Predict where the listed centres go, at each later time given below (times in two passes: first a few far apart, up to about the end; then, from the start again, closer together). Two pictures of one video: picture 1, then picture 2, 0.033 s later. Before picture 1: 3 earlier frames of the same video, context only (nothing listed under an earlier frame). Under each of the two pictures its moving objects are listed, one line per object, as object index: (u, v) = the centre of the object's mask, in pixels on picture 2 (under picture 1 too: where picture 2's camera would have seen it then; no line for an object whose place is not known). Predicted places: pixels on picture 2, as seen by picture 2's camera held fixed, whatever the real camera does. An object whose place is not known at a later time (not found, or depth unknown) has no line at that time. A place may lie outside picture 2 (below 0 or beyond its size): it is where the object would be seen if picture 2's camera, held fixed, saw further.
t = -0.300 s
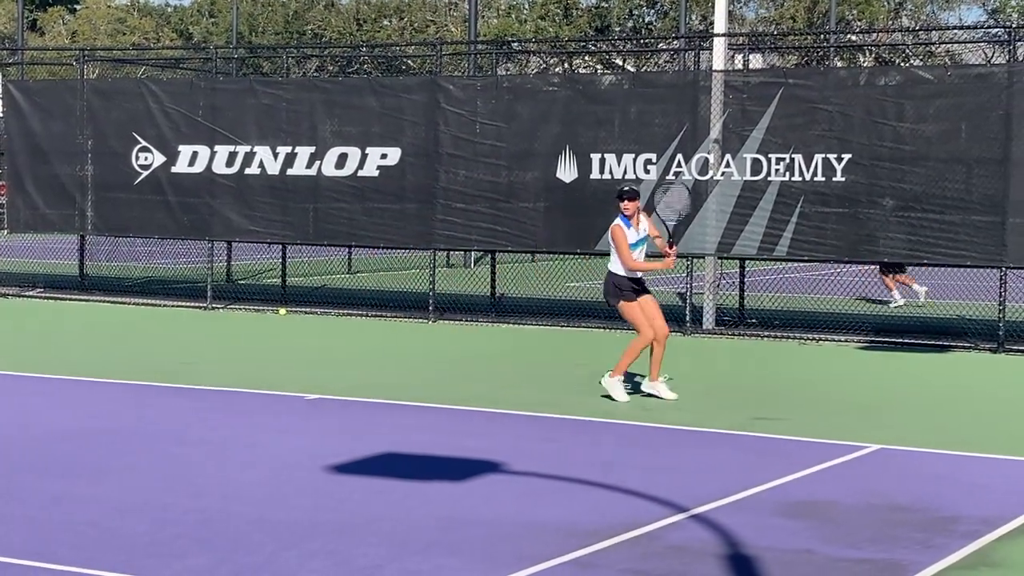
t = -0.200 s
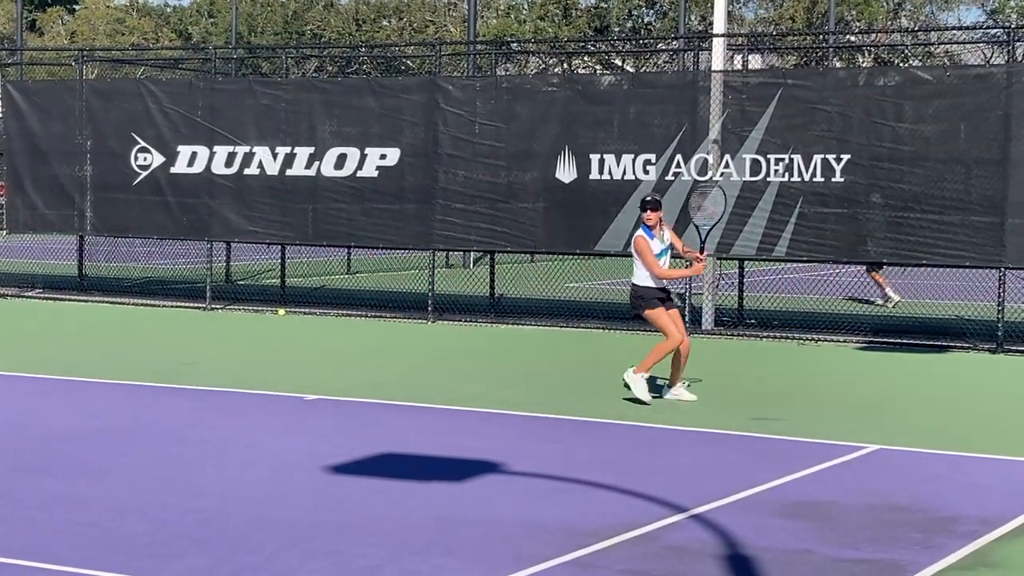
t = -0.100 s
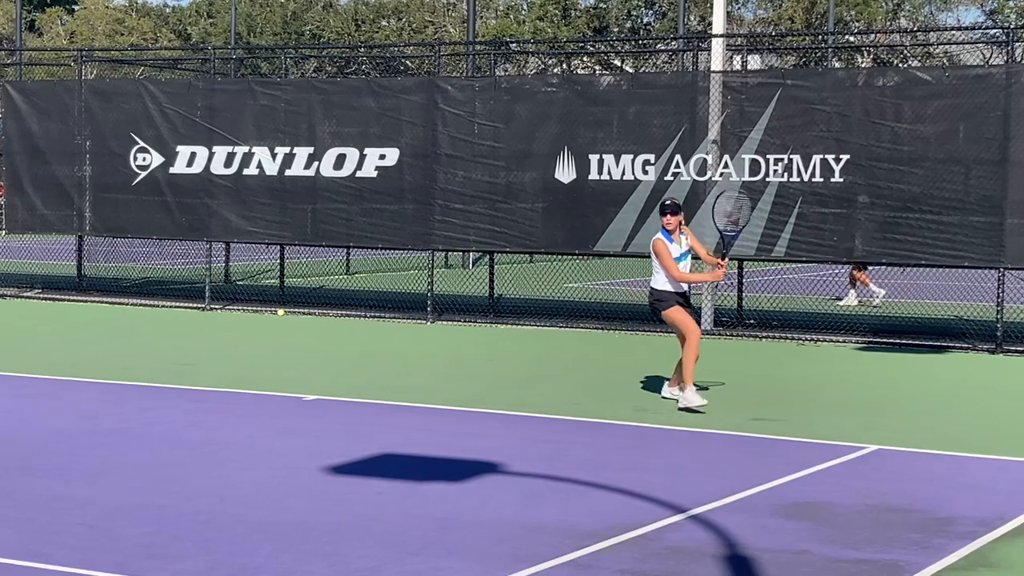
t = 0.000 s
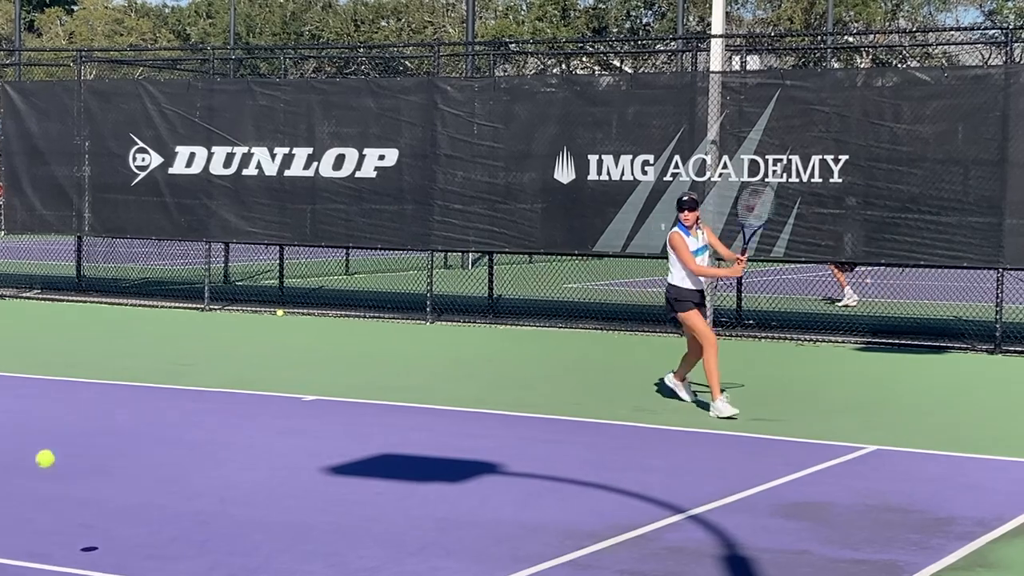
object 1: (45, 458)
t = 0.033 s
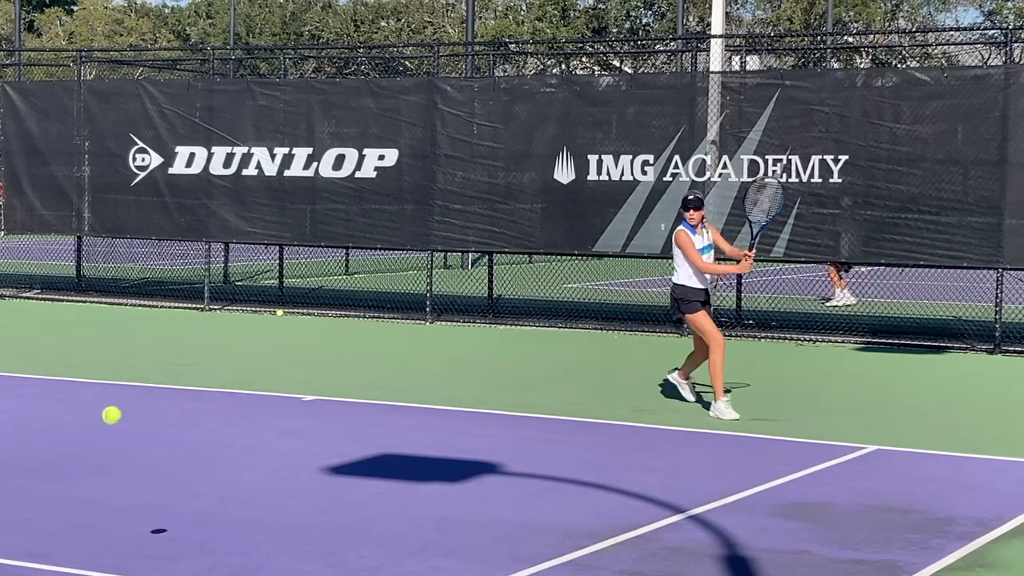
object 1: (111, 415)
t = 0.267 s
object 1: (479, 244)
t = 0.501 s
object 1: (731, 231)
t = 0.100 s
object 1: (232, 343)
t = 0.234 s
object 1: (435, 256)
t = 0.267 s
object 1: (479, 244)
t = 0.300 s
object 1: (520, 234)
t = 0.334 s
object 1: (560, 227)
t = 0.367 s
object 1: (597, 224)
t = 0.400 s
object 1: (633, 222)
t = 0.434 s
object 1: (667, 223)
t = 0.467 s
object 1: (700, 226)
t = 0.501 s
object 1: (731, 231)
